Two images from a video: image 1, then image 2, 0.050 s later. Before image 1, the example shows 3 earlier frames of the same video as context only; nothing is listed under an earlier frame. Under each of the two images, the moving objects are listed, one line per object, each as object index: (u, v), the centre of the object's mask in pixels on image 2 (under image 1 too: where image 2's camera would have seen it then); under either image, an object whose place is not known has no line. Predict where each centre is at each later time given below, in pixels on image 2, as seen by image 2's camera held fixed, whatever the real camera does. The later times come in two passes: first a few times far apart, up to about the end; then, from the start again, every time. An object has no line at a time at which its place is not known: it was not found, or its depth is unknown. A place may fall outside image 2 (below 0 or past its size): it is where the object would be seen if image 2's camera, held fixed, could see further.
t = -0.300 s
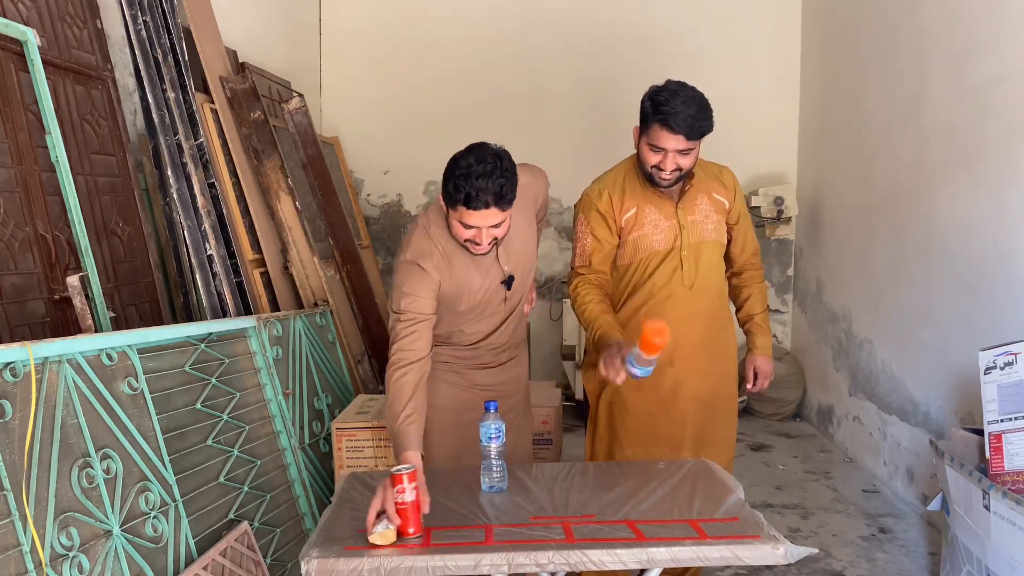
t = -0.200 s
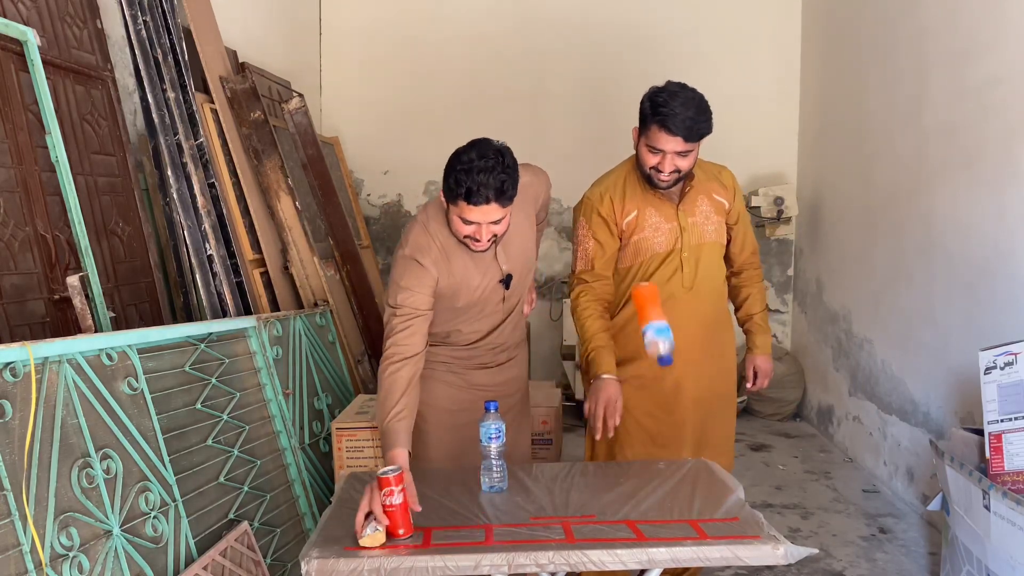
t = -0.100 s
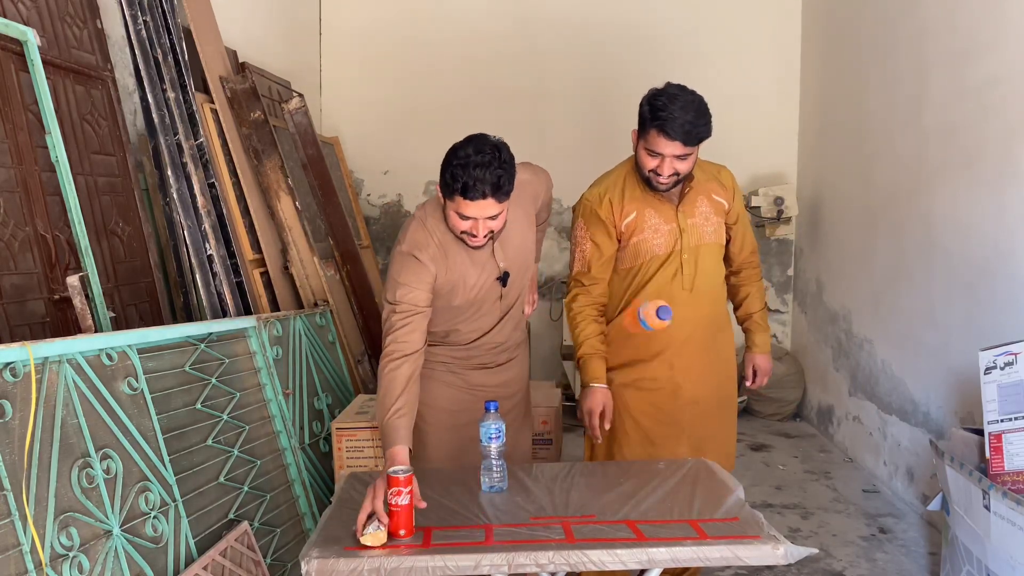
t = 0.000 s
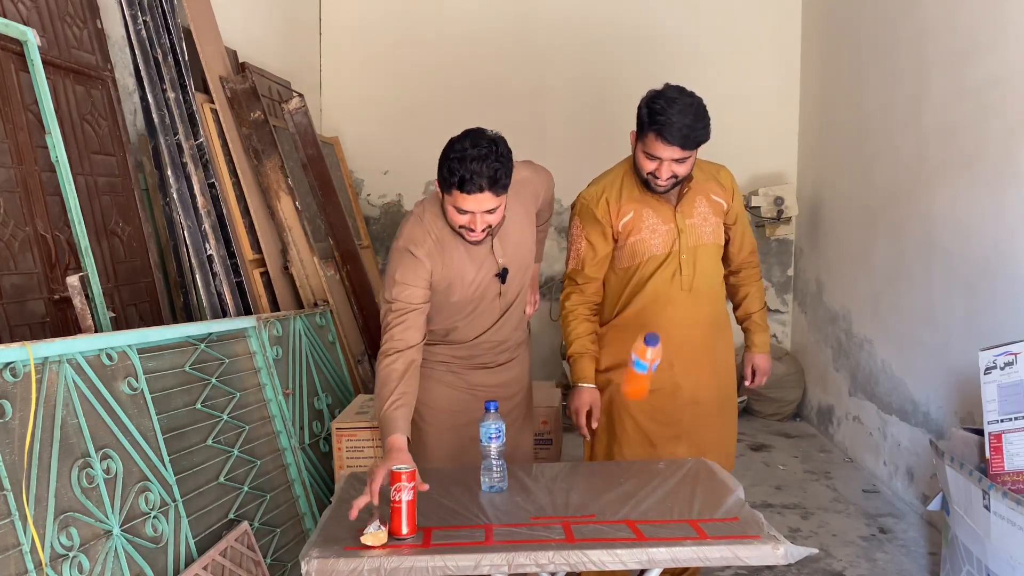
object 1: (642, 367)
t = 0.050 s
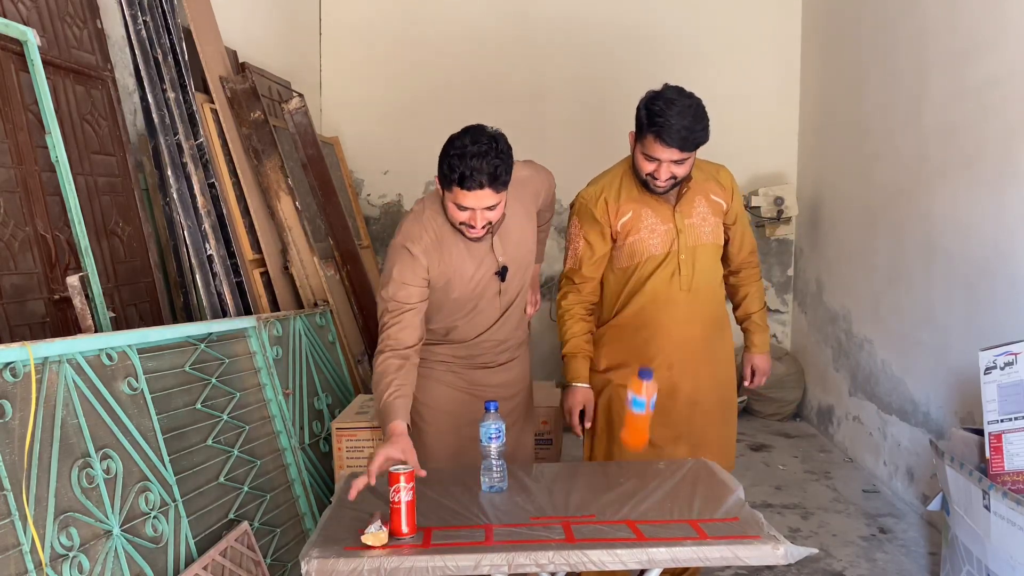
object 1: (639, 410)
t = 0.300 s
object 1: (618, 459)
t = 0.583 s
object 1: (589, 495)
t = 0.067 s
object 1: (638, 427)
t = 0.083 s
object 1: (637, 445)
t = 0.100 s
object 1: (636, 459)
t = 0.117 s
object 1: (635, 457)
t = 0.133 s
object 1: (633, 456)
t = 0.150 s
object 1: (631, 456)
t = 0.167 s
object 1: (630, 455)
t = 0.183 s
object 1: (629, 456)
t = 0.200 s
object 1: (628, 456)
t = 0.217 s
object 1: (627, 456)
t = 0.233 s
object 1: (625, 456)
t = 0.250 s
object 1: (624, 457)
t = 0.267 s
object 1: (622, 458)
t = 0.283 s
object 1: (620, 458)
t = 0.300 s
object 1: (618, 459)
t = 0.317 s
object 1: (617, 461)
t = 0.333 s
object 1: (614, 462)
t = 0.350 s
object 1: (612, 464)
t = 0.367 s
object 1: (610, 467)
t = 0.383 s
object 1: (607, 470)
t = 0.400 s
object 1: (604, 474)
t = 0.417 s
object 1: (601, 479)
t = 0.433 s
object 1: (598, 486)
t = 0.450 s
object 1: (595, 492)
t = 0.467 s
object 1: (593, 495)
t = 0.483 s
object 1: (592, 495)
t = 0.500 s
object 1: (591, 495)
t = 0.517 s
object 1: (591, 495)
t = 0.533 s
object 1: (591, 495)
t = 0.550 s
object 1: (590, 495)
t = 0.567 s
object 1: (589, 495)
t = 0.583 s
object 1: (589, 495)
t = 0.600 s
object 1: (588, 495)
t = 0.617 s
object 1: (587, 494)
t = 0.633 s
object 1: (587, 494)
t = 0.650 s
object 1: (587, 494)
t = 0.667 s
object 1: (586, 494)
